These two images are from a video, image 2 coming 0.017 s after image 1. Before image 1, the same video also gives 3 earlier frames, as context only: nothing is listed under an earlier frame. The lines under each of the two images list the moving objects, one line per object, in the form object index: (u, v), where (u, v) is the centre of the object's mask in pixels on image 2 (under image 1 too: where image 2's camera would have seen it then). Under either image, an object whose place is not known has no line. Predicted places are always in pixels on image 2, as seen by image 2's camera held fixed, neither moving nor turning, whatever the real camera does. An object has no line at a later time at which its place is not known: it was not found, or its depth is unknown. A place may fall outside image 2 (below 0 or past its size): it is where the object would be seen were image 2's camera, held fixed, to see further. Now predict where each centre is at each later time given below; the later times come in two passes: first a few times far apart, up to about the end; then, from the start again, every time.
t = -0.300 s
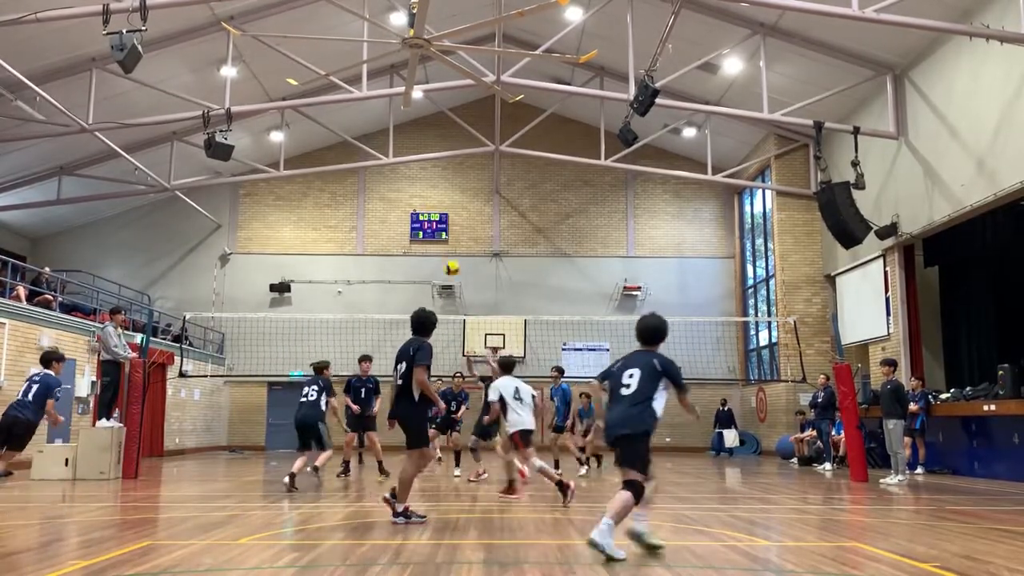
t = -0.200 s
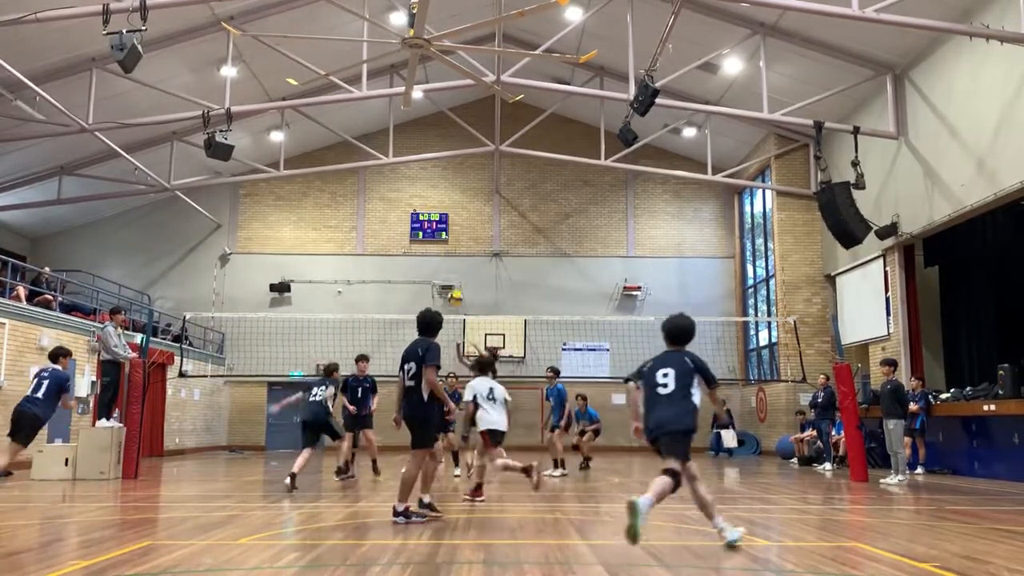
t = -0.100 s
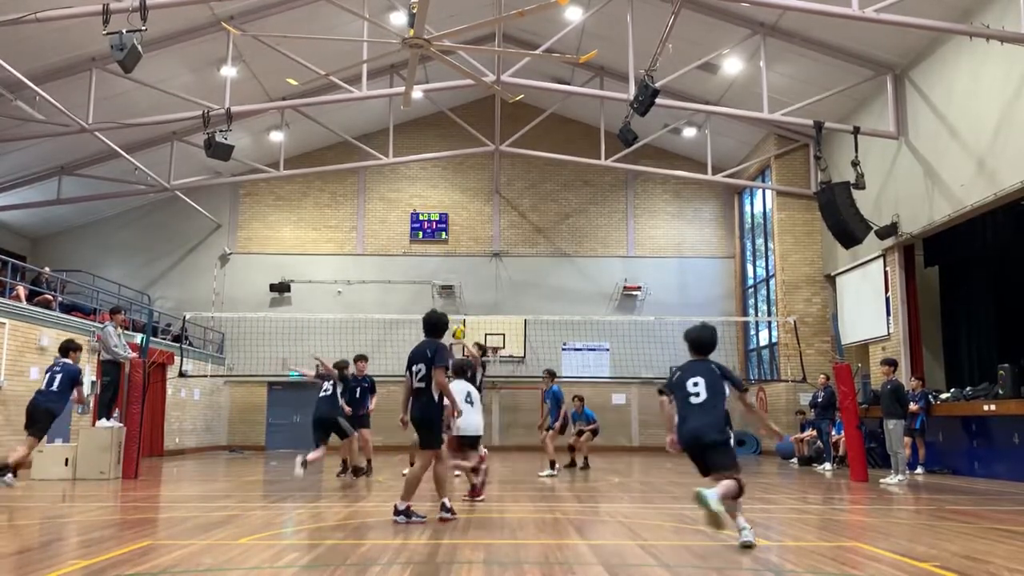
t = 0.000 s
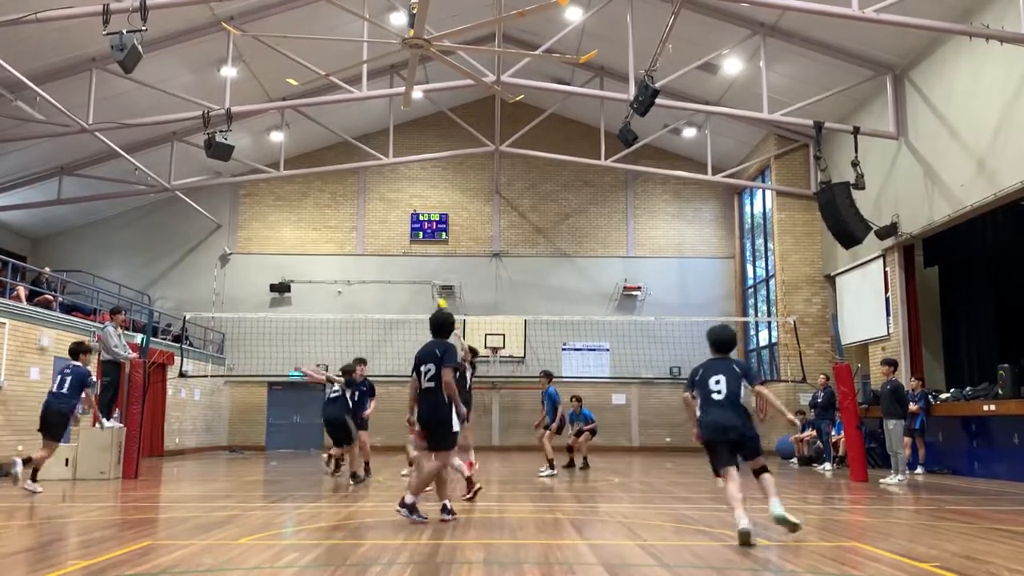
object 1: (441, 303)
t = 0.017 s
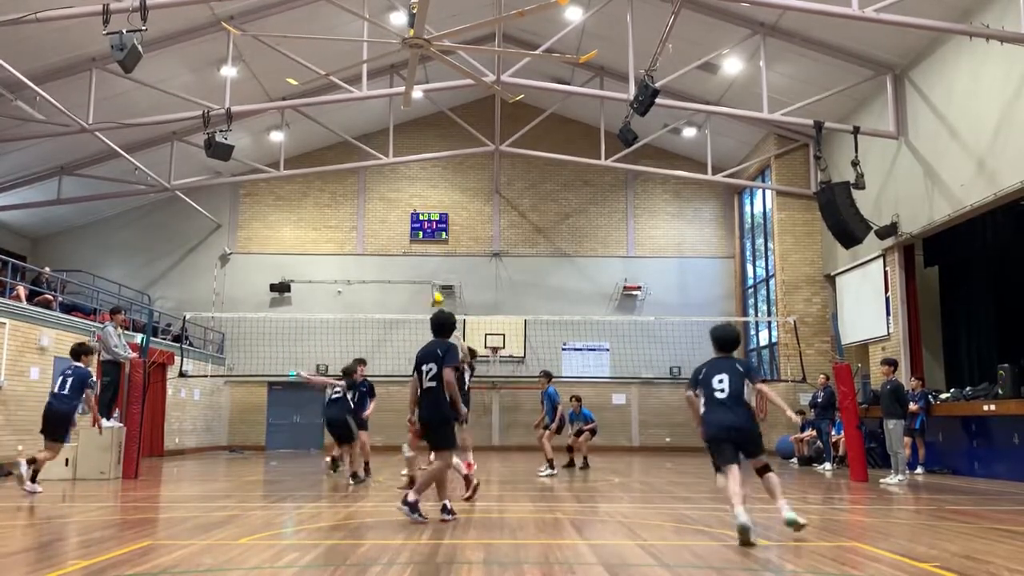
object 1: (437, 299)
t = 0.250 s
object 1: (379, 231)
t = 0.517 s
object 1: (319, 198)
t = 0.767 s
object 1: (261, 211)
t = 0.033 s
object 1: (433, 292)
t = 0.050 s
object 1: (428, 287)
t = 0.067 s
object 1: (424, 281)
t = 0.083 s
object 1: (420, 275)
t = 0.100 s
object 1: (416, 270)
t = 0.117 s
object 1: (412, 264)
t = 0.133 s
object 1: (408, 259)
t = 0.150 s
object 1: (403, 255)
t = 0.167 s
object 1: (399, 251)
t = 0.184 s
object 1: (395, 246)
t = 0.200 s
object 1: (391, 242)
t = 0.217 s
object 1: (387, 238)
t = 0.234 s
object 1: (382, 234)
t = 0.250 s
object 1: (379, 231)
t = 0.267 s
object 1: (376, 228)
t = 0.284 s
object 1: (372, 225)
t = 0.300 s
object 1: (369, 222)
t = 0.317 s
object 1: (365, 219)
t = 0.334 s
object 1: (362, 215)
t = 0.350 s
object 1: (357, 213)
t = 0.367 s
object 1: (354, 211)
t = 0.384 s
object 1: (351, 209)
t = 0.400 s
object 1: (346, 207)
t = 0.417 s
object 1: (342, 205)
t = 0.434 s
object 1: (338, 204)
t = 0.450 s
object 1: (335, 202)
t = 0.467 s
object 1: (331, 200)
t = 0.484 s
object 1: (327, 200)
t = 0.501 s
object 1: (323, 199)
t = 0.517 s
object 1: (319, 198)
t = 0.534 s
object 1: (315, 198)
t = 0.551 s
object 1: (311, 198)
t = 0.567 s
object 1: (308, 198)
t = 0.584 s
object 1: (303, 198)
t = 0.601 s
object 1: (299, 198)
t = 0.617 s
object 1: (296, 199)
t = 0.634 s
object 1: (292, 200)
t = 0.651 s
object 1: (288, 201)
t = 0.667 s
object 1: (285, 202)
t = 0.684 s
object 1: (281, 203)
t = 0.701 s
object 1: (277, 204)
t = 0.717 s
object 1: (273, 205)
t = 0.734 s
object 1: (269, 207)
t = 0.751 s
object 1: (265, 210)
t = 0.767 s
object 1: (261, 211)
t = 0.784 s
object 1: (257, 214)
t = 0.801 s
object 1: (253, 217)
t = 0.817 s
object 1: (249, 219)
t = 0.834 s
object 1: (245, 222)
